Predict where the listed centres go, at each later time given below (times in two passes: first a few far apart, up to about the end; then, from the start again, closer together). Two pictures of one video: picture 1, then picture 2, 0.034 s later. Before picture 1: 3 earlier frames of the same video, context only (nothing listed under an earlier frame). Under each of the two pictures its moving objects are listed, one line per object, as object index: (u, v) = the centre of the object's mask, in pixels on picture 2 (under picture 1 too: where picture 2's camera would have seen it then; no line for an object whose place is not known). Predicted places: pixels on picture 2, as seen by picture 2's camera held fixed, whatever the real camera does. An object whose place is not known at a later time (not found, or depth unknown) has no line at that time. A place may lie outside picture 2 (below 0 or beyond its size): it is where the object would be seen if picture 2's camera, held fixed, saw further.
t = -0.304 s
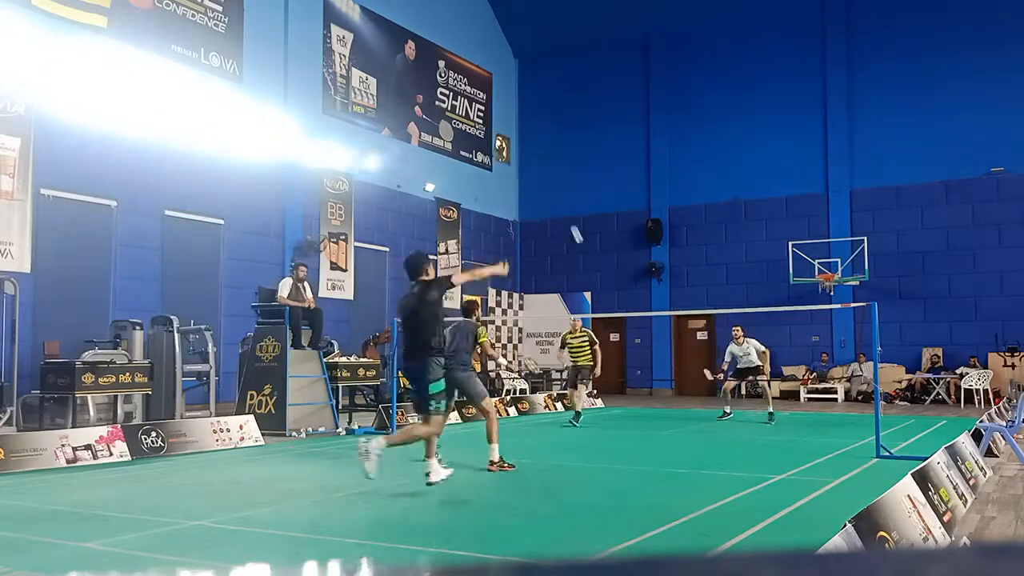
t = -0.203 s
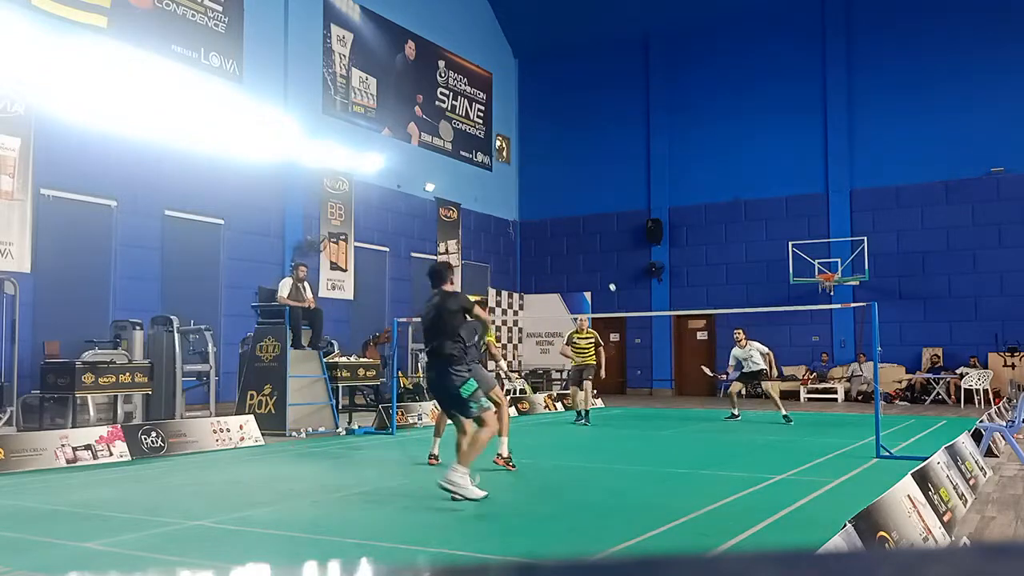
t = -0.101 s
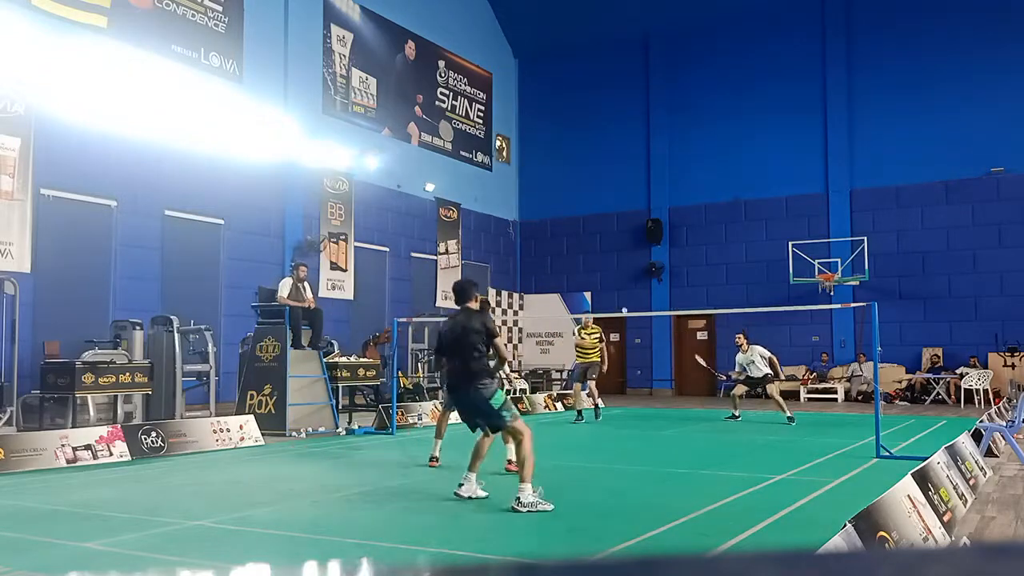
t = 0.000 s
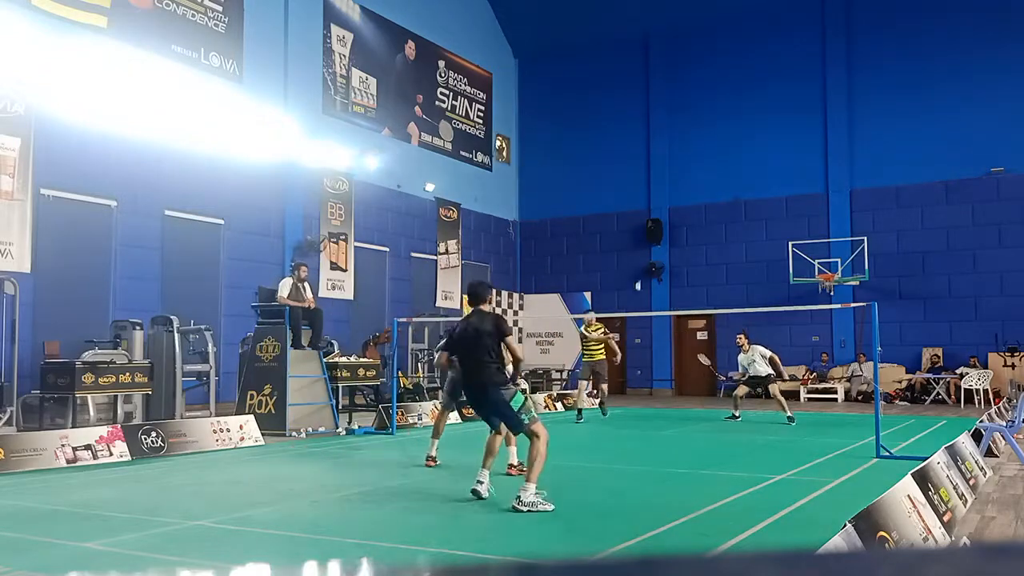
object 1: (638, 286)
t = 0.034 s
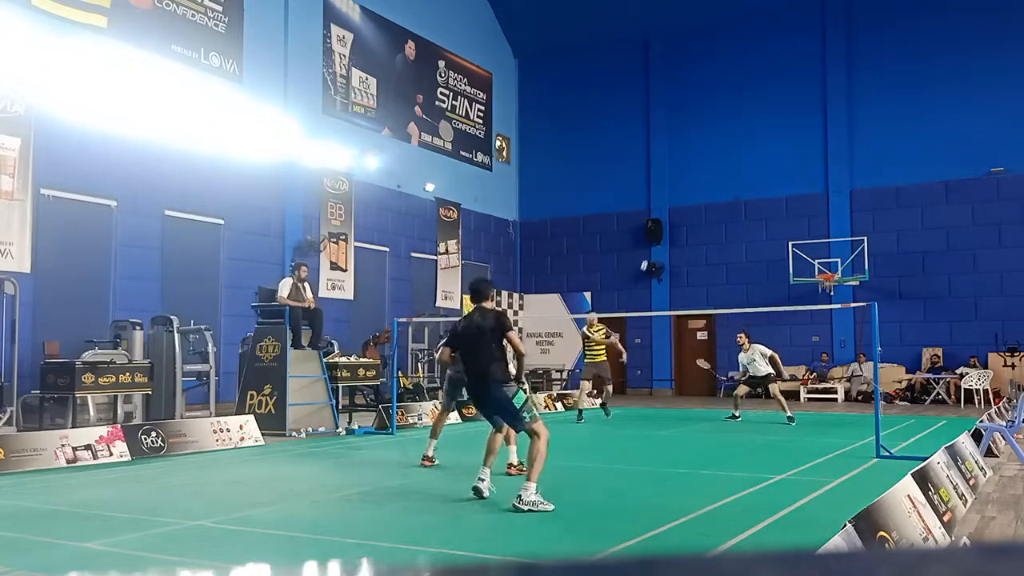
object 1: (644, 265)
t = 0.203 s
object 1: (671, 187)
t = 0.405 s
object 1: (699, 134)
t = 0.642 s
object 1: (731, 125)
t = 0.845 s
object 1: (759, 172)
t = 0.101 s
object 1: (655, 230)
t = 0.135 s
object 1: (661, 214)
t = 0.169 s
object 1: (666, 200)
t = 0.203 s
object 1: (671, 187)
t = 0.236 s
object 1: (675, 175)
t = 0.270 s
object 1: (680, 165)
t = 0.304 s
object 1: (685, 155)
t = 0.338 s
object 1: (689, 147)
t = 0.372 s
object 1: (694, 140)
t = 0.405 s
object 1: (699, 134)
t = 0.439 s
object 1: (703, 129)
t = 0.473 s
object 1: (708, 125)
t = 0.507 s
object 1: (713, 122)
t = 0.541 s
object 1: (718, 121)
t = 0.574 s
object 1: (722, 121)
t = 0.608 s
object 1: (726, 122)
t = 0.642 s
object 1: (731, 125)
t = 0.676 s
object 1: (736, 129)
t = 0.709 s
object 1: (741, 134)
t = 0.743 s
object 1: (745, 141)
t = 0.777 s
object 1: (750, 150)
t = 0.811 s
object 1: (755, 160)
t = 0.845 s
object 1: (759, 172)
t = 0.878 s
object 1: (763, 186)
